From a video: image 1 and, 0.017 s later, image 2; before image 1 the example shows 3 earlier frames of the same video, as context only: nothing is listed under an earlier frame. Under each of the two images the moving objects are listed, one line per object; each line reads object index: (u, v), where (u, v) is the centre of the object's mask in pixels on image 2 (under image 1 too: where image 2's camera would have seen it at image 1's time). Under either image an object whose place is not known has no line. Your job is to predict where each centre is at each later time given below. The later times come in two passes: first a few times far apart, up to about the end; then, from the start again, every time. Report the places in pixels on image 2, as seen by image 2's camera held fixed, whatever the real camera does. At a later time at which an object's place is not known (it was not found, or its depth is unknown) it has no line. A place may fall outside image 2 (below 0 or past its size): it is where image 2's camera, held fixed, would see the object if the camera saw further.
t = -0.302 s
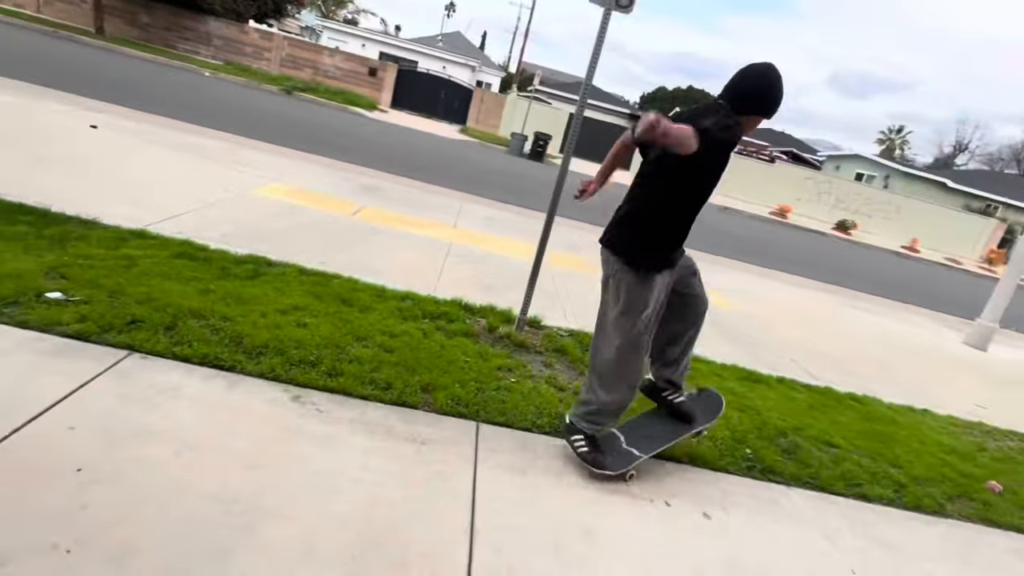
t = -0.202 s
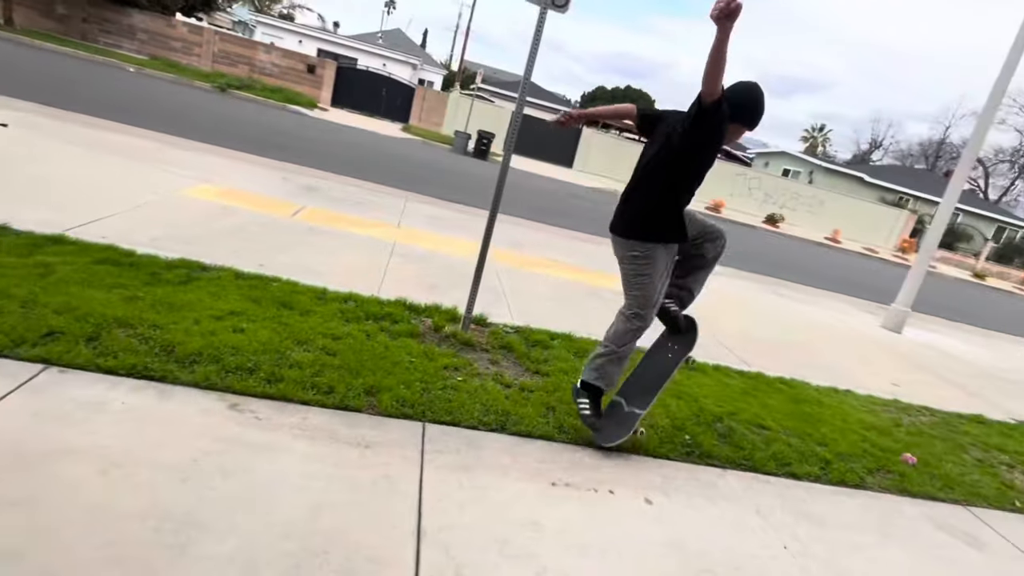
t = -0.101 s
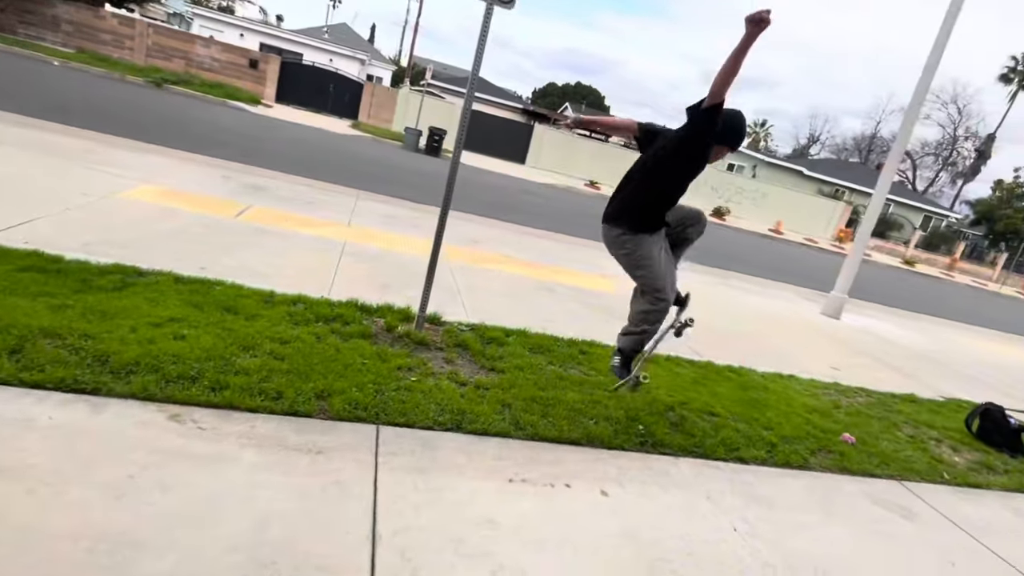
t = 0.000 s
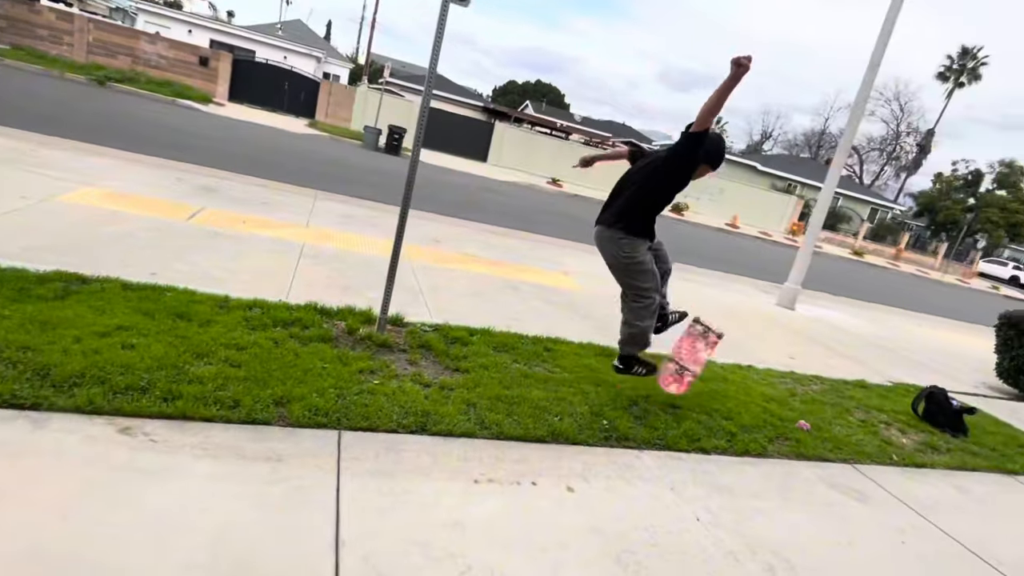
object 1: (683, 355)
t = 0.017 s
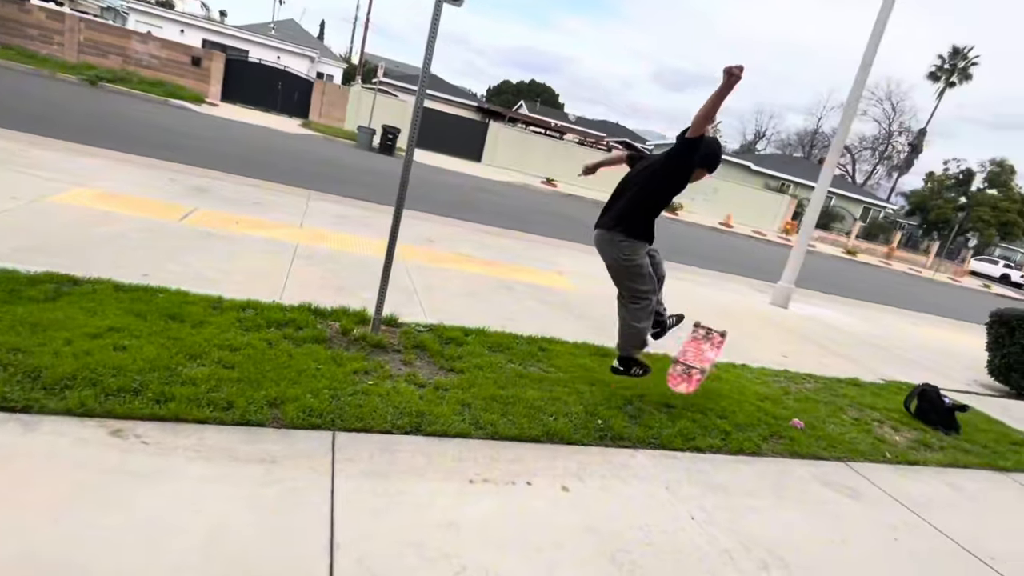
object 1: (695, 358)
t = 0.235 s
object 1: (795, 389)
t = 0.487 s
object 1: (841, 356)
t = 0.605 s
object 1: (846, 361)
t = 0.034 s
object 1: (707, 360)
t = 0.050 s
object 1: (718, 362)
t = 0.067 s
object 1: (729, 362)
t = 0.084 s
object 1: (736, 364)
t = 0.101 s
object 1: (745, 365)
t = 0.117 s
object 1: (753, 369)
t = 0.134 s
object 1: (761, 371)
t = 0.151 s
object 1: (767, 373)
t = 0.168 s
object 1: (774, 375)
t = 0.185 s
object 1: (780, 380)
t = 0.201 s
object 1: (785, 383)
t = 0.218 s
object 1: (791, 387)
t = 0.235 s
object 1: (795, 389)
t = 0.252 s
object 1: (799, 383)
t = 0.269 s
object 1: (802, 379)
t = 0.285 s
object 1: (807, 376)
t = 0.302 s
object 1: (811, 372)
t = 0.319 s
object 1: (815, 369)
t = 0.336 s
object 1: (818, 367)
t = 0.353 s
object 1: (822, 365)
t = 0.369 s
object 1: (826, 363)
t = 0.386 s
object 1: (829, 361)
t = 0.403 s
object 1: (832, 359)
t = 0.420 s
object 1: (834, 358)
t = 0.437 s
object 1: (836, 357)
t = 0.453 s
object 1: (838, 356)
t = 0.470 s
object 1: (840, 355)
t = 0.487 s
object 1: (841, 356)
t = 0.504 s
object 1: (843, 355)
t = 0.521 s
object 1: (844, 356)
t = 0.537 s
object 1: (845, 357)
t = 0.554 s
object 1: (845, 357)
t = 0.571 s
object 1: (846, 359)
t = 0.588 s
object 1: (846, 360)
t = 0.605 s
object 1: (846, 361)
